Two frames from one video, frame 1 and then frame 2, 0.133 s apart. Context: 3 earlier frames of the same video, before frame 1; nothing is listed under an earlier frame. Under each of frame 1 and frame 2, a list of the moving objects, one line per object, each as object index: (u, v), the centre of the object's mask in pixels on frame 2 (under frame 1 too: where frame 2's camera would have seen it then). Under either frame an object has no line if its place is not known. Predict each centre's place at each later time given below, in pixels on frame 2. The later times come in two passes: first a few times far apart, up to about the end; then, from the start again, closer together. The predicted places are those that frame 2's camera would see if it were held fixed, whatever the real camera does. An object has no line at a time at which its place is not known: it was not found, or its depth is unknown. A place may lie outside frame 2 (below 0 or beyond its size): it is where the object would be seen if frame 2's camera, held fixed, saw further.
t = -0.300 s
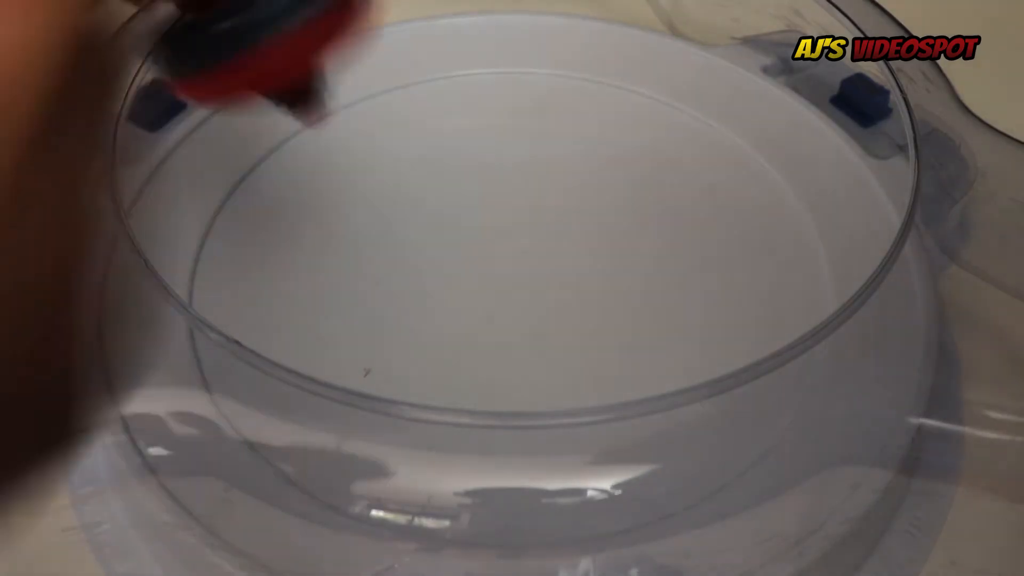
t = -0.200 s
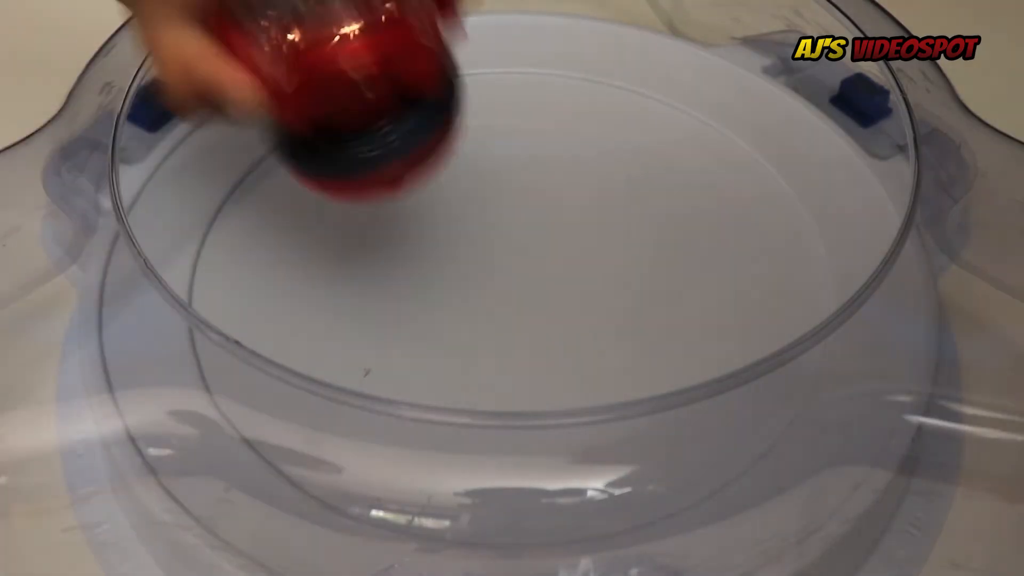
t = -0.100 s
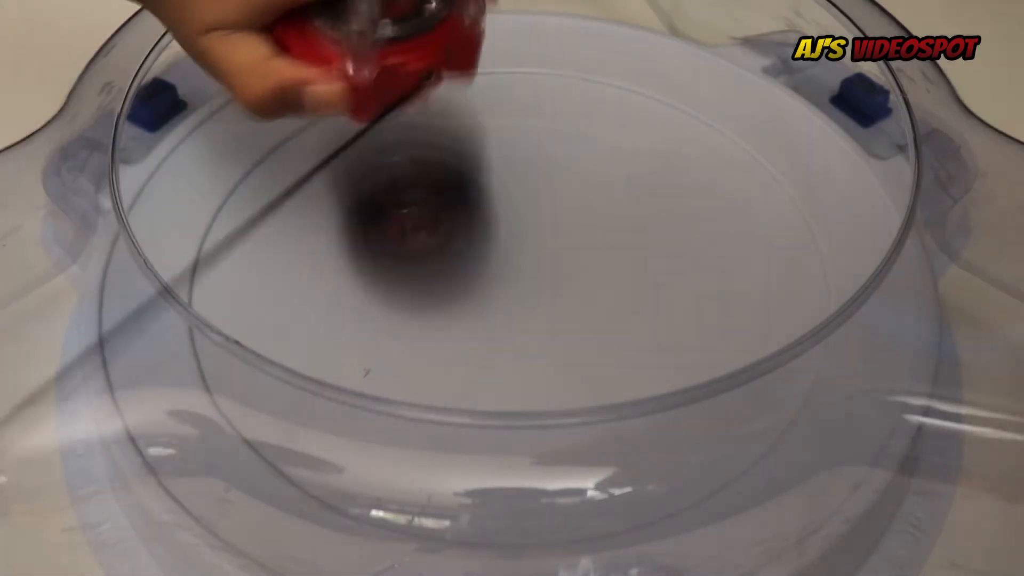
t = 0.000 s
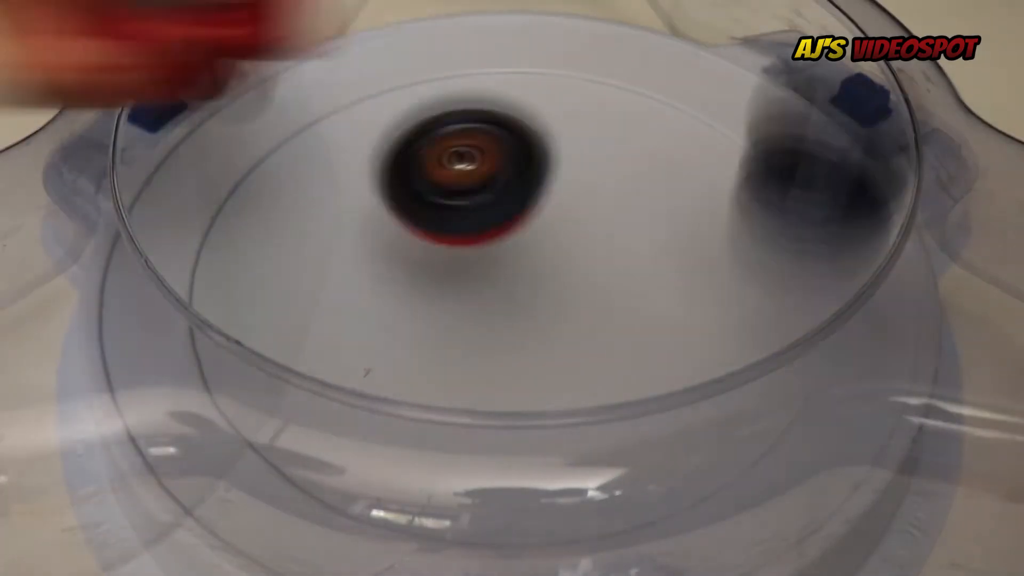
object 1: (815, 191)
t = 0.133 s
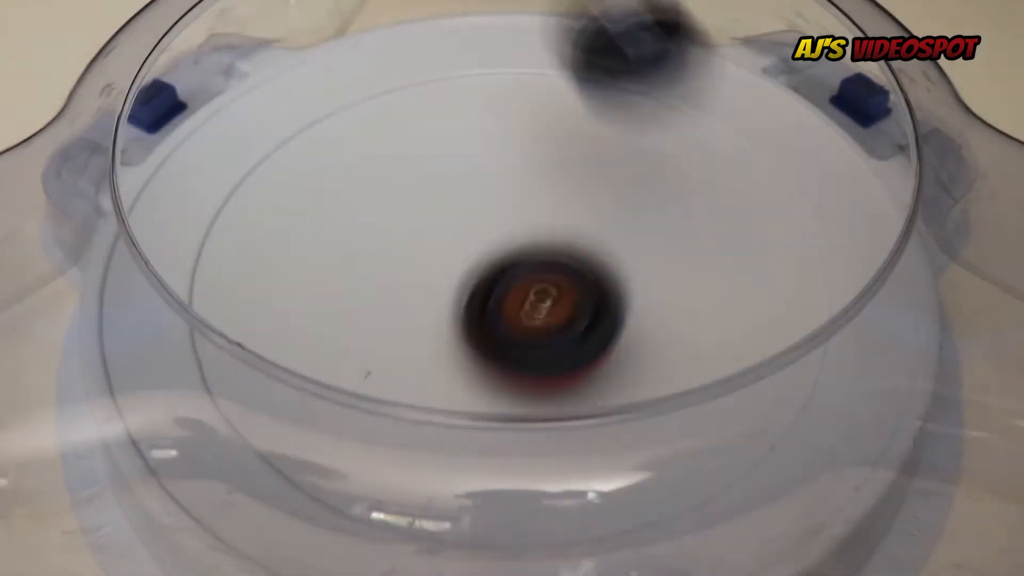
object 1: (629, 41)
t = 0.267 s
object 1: (434, 20)
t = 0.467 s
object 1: (448, 35)
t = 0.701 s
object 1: (345, 275)
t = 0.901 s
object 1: (552, 409)
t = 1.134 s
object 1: (704, 230)
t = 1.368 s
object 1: (464, 179)
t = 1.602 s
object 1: (348, 340)
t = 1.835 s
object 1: (591, 386)
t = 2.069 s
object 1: (576, 202)
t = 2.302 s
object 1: (337, 192)
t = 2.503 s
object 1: (334, 344)
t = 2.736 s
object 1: (610, 311)
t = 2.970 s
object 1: (552, 135)
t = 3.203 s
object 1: (340, 176)
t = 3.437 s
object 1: (459, 356)
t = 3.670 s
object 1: (688, 270)
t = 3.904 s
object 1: (574, 128)
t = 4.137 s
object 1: (371, 232)
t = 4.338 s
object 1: (455, 390)
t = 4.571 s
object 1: (692, 325)
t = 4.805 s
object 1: (580, 178)
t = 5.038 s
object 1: (424, 240)
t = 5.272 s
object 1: (495, 344)
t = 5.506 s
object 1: (634, 257)
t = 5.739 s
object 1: (541, 123)
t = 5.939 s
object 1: (393, 102)
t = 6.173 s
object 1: (360, 255)
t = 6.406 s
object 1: (626, 299)
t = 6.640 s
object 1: (769, 210)
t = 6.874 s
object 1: (663, 190)
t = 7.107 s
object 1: (483, 270)
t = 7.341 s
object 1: (518, 414)
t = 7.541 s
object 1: (648, 421)
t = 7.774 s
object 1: (621, 306)
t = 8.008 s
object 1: (464, 223)
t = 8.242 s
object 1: (355, 297)
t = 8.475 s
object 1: (387, 324)
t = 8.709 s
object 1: (471, 299)
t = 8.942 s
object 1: (456, 277)
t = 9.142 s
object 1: (468, 261)
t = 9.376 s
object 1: (496, 236)
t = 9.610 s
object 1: (439, 219)
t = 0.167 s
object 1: (567, 17)
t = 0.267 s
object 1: (434, 20)
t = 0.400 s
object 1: (446, 22)
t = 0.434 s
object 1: (455, 31)
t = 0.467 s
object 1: (448, 35)
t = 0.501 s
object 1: (442, 65)
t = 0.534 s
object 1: (435, 114)
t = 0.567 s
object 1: (411, 133)
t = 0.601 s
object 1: (383, 169)
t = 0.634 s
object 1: (356, 221)
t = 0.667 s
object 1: (348, 243)
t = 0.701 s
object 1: (345, 275)
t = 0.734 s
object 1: (359, 299)
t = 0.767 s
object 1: (382, 329)
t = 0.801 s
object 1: (419, 354)
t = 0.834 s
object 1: (450, 390)
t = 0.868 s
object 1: (498, 405)
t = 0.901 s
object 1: (552, 409)
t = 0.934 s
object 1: (608, 403)
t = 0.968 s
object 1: (664, 385)
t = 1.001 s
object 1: (699, 356)
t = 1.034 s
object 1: (720, 318)
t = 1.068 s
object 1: (729, 288)
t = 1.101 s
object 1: (722, 257)
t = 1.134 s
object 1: (704, 230)
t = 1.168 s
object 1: (679, 209)
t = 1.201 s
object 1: (648, 191)
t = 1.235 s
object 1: (616, 179)
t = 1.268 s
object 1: (578, 170)
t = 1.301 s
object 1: (539, 168)
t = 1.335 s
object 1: (501, 171)
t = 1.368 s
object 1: (464, 179)
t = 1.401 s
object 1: (429, 191)
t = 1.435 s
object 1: (399, 209)
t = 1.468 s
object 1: (374, 230)
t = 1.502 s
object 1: (356, 254)
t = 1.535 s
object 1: (344, 283)
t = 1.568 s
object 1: (341, 310)
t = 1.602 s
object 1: (348, 340)
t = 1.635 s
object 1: (364, 368)
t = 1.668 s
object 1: (394, 389)
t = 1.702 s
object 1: (431, 404)
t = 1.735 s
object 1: (475, 411)
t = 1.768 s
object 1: (517, 410)
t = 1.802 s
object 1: (557, 402)
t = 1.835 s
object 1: (591, 386)
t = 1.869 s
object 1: (618, 362)
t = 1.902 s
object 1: (633, 336)
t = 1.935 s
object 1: (640, 307)
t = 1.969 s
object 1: (636, 278)
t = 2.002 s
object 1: (623, 248)
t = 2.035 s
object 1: (604, 225)
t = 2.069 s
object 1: (576, 202)
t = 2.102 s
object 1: (546, 185)
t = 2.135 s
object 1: (510, 172)
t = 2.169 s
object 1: (474, 167)
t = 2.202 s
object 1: (437, 164)
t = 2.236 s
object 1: (401, 168)
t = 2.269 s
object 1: (367, 177)
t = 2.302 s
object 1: (337, 192)
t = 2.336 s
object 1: (313, 212)
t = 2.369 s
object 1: (297, 235)
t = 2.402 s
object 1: (291, 263)
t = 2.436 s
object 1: (294, 290)
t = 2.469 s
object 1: (310, 319)
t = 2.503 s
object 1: (334, 344)
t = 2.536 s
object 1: (368, 363)
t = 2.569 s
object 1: (414, 376)
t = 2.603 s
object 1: (462, 379)
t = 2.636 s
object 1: (511, 372)
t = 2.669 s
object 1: (552, 353)
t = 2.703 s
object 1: (585, 336)
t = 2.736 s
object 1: (610, 311)
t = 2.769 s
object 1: (625, 281)
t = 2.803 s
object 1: (631, 252)
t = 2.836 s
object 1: (628, 224)
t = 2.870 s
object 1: (619, 197)
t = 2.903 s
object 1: (603, 173)
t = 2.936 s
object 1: (580, 152)
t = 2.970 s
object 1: (552, 135)
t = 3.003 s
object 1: (521, 123)
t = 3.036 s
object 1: (487, 116)
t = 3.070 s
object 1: (453, 116)
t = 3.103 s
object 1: (418, 122)
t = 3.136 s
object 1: (388, 133)
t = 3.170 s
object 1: (361, 151)
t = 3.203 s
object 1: (340, 176)
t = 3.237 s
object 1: (328, 204)
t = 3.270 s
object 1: (326, 235)
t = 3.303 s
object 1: (334, 266)
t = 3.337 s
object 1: (351, 294)
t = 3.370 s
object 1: (382, 324)
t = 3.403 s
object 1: (417, 343)
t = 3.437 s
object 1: (459, 356)
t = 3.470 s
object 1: (503, 362)
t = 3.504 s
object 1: (544, 357)
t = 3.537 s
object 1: (586, 349)
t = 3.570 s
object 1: (621, 336)
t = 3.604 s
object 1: (651, 317)
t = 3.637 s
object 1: (674, 295)
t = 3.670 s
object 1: (688, 270)
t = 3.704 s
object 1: (695, 243)
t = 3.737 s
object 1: (693, 217)
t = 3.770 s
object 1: (683, 191)
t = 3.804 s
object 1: (665, 167)
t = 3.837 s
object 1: (640, 149)
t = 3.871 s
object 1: (610, 136)
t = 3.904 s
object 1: (574, 128)
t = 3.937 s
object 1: (539, 126)
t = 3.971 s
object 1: (500, 132)
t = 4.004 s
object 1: (465, 142)
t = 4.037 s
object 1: (435, 157)
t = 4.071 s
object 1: (405, 180)
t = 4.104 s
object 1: (384, 204)
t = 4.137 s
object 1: (371, 232)
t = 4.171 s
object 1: (363, 262)
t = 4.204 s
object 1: (365, 293)
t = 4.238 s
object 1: (375, 325)
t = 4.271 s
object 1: (394, 344)
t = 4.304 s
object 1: (422, 358)
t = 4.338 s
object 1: (455, 390)
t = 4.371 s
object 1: (494, 401)
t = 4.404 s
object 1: (537, 405)
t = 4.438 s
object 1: (580, 403)
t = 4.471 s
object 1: (619, 393)
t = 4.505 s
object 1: (652, 377)
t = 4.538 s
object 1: (676, 353)
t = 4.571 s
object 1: (692, 325)
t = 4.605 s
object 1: (700, 299)
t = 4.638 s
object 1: (697, 272)
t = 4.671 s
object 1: (684, 244)
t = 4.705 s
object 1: (664, 219)
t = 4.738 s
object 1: (635, 198)
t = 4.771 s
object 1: (602, 183)
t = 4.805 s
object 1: (580, 178)
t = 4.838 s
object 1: (557, 180)
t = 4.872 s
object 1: (532, 184)
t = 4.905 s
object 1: (507, 191)
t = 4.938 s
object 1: (483, 199)
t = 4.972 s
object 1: (461, 211)
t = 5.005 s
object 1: (441, 224)
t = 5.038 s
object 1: (424, 240)
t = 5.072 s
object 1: (410, 259)
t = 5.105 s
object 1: (401, 279)
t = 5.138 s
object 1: (397, 300)
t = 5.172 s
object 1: (401, 319)
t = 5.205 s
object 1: (421, 332)
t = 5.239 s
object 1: (459, 340)
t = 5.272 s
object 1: (495, 344)
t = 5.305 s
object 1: (526, 343)
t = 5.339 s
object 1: (553, 339)
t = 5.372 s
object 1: (577, 330)
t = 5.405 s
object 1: (596, 316)
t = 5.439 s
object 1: (612, 300)
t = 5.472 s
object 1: (625, 281)
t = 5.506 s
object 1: (634, 257)
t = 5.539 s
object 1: (638, 233)
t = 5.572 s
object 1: (636, 209)
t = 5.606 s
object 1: (627, 186)
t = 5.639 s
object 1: (612, 166)
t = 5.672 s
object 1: (592, 149)
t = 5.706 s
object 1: (569, 135)
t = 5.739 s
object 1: (541, 123)
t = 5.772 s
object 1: (519, 108)
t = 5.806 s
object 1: (498, 98)
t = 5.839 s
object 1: (473, 93)
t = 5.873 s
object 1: (445, 91)
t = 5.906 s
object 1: (418, 94)
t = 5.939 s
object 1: (393, 102)
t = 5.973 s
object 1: (371, 114)
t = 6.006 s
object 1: (352, 132)
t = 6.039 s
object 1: (338, 155)
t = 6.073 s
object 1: (331, 183)
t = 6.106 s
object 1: (333, 209)
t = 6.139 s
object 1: (343, 234)
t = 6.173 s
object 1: (360, 255)
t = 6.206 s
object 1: (385, 276)
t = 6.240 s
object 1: (428, 295)
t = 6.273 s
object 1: (476, 310)
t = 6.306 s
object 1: (513, 314)
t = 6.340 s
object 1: (553, 317)
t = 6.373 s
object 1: (590, 309)
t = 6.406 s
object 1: (626, 299)
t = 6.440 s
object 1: (663, 286)
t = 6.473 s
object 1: (694, 275)
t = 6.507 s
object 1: (722, 261)
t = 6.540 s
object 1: (742, 248)
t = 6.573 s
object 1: (757, 234)
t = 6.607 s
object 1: (766, 221)
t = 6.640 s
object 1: (769, 210)
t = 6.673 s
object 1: (766, 200)
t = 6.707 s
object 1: (757, 194)
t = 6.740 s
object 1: (745, 189)
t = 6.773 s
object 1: (729, 187)
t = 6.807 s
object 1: (709, 187)
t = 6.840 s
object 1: (687, 188)
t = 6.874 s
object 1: (663, 190)
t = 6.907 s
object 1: (636, 196)
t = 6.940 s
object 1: (608, 204)
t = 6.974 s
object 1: (581, 215)
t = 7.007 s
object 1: (554, 228)
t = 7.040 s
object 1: (529, 241)
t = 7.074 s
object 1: (507, 254)
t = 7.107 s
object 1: (483, 270)
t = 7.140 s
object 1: (462, 286)
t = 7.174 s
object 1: (442, 304)
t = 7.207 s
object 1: (430, 324)
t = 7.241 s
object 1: (454, 351)
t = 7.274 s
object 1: (478, 384)
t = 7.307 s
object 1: (498, 403)
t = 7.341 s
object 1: (518, 414)
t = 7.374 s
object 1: (545, 430)
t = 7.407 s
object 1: (571, 437)
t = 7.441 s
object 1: (592, 439)
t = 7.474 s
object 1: (615, 437)
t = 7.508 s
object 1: (634, 431)
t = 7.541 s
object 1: (648, 421)
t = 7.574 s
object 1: (657, 408)
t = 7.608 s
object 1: (661, 391)
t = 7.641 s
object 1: (661, 375)
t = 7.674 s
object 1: (654, 350)
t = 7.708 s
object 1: (649, 339)
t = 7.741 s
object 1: (639, 326)
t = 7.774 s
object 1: (621, 306)
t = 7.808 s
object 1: (602, 291)
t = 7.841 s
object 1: (580, 275)
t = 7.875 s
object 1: (556, 261)
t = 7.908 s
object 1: (534, 250)
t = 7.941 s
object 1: (511, 238)
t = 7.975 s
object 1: (488, 229)
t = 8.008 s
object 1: (464, 223)
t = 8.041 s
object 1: (444, 239)
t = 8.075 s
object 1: (424, 252)
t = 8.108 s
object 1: (403, 262)
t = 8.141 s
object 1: (386, 270)
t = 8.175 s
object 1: (373, 280)
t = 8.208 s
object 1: (363, 288)
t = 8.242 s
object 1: (355, 297)
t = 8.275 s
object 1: (352, 305)
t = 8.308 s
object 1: (351, 311)
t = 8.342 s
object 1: (354, 317)
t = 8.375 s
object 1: (360, 321)
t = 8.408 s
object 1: (368, 324)
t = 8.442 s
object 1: (378, 324)
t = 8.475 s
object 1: (387, 324)
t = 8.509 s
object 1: (397, 323)
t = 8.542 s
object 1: (408, 321)
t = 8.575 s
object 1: (417, 320)
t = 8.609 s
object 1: (429, 317)
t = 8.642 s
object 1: (444, 313)
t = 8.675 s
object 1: (457, 306)
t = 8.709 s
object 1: (471, 299)
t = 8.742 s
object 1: (485, 291)
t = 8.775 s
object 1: (497, 282)
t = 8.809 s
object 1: (496, 275)
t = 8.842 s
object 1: (480, 277)
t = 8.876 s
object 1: (468, 280)
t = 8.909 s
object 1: (460, 281)
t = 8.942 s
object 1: (456, 277)
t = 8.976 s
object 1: (455, 275)
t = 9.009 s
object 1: (455, 272)
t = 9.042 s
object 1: (456, 269)
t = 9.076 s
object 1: (459, 267)
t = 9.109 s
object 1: (463, 264)
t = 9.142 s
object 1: (468, 261)
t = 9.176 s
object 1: (474, 258)
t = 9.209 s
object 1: (479, 255)
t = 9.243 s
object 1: (486, 253)
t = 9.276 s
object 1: (492, 249)
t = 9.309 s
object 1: (498, 247)
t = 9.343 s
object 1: (505, 244)
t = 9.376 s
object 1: (496, 236)
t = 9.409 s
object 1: (481, 231)
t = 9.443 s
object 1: (467, 224)
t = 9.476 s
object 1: (457, 220)
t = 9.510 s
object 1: (448, 217)
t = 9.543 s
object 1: (443, 217)
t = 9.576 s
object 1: (440, 217)
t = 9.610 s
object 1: (439, 219)
